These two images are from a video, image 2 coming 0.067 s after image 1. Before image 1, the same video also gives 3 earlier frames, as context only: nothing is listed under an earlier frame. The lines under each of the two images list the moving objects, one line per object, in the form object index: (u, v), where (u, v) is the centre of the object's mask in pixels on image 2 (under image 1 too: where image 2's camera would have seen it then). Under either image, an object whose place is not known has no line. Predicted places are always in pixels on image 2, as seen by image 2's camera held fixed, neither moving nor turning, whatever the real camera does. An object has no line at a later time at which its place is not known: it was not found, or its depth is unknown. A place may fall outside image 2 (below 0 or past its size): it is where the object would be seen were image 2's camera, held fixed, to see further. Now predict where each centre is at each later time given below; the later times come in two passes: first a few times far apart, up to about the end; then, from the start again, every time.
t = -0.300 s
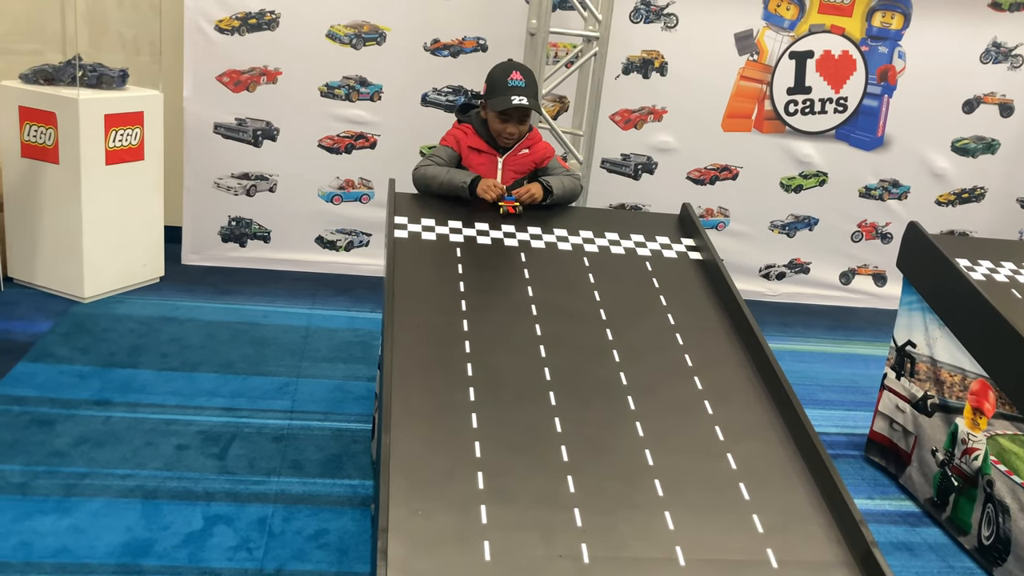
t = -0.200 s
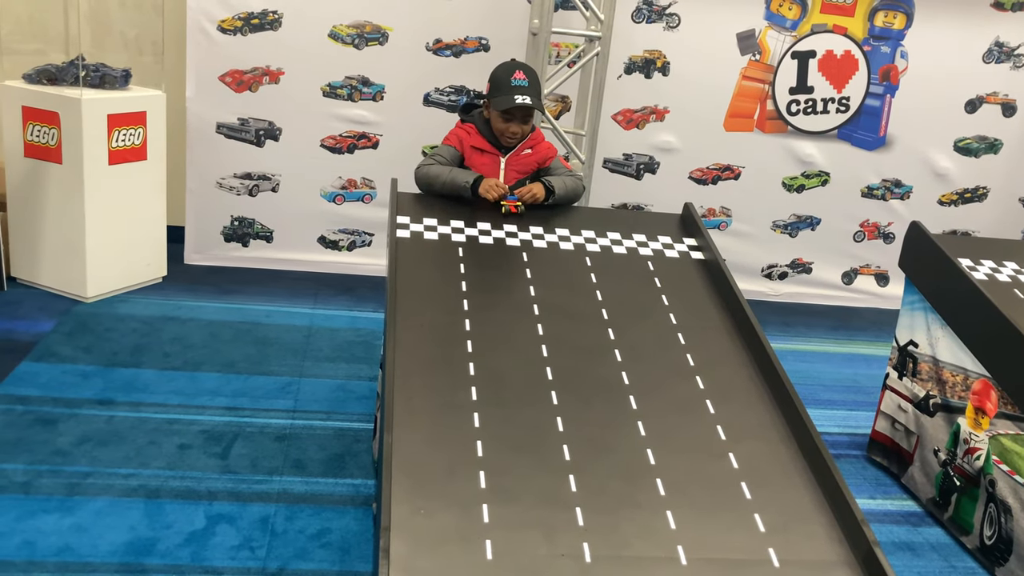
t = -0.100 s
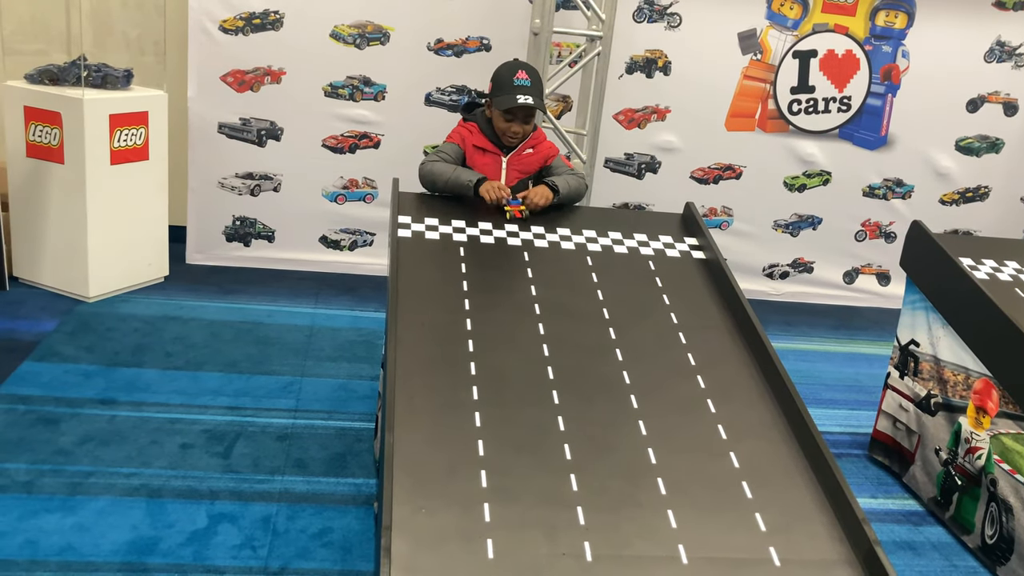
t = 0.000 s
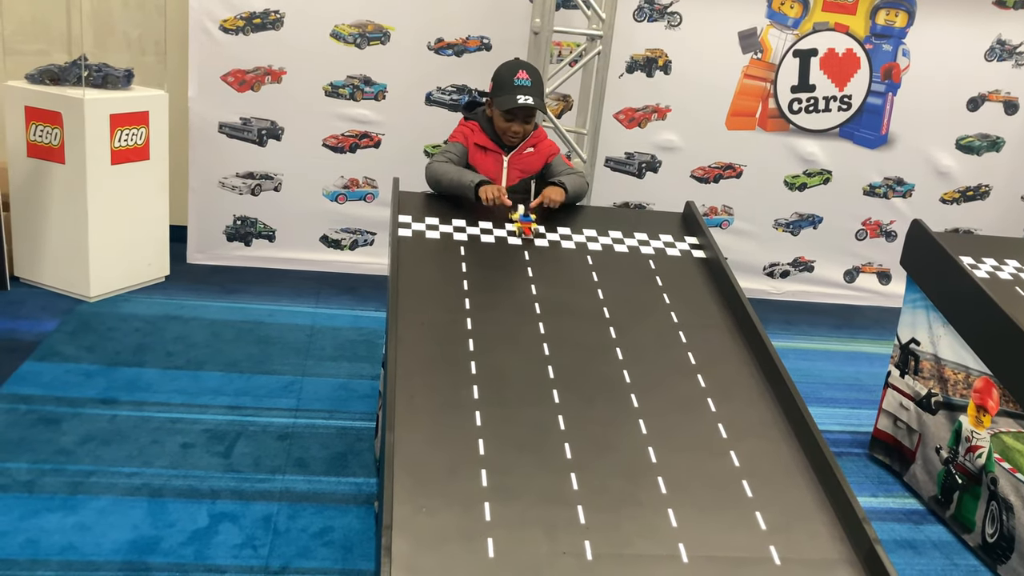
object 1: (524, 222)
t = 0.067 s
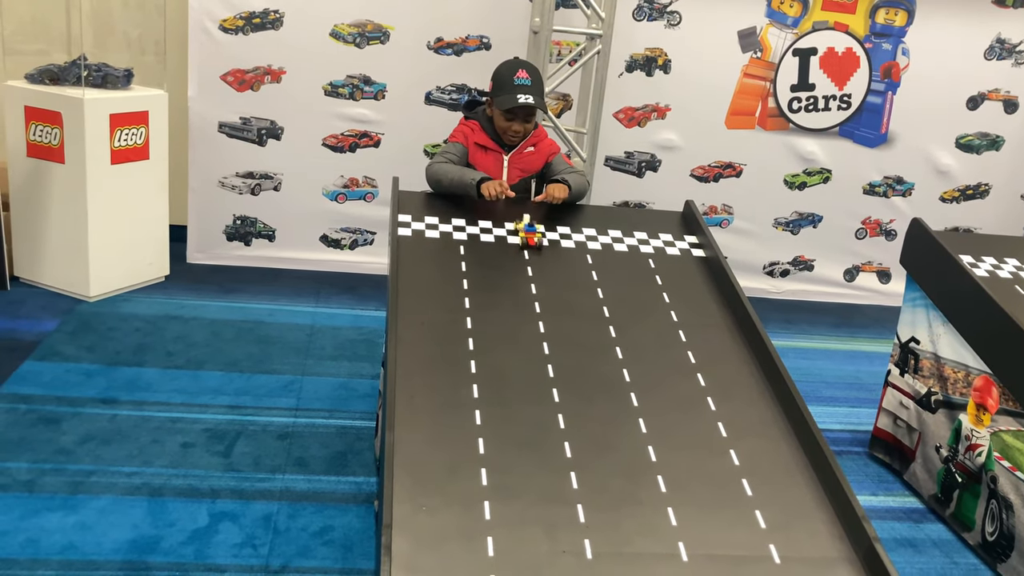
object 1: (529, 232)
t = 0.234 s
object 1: (537, 259)
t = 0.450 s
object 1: (545, 298)
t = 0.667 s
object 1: (552, 340)
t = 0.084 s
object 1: (530, 235)
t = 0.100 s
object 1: (531, 238)
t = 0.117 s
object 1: (532, 240)
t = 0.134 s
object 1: (533, 243)
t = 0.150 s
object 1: (533, 247)
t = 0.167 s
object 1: (534, 248)
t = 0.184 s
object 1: (535, 251)
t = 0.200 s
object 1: (536, 254)
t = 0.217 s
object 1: (536, 258)
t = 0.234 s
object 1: (537, 259)
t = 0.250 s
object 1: (538, 263)
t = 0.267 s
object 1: (538, 265)
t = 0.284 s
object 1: (539, 268)
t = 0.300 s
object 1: (540, 271)
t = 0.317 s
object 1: (541, 274)
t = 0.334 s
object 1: (541, 277)
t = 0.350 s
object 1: (542, 280)
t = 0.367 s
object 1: (542, 283)
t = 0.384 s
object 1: (543, 286)
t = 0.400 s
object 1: (544, 289)
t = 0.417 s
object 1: (544, 292)
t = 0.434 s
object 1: (545, 295)
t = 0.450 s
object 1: (545, 298)
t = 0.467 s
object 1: (546, 300)
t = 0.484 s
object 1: (546, 304)
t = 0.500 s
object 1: (547, 307)
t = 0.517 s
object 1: (548, 310)
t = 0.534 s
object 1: (548, 314)
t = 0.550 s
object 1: (549, 317)
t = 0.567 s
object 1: (549, 320)
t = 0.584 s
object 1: (550, 323)
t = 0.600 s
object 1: (551, 327)
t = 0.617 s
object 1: (551, 330)
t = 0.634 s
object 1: (551, 333)
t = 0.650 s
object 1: (552, 337)
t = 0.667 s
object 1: (552, 340)
